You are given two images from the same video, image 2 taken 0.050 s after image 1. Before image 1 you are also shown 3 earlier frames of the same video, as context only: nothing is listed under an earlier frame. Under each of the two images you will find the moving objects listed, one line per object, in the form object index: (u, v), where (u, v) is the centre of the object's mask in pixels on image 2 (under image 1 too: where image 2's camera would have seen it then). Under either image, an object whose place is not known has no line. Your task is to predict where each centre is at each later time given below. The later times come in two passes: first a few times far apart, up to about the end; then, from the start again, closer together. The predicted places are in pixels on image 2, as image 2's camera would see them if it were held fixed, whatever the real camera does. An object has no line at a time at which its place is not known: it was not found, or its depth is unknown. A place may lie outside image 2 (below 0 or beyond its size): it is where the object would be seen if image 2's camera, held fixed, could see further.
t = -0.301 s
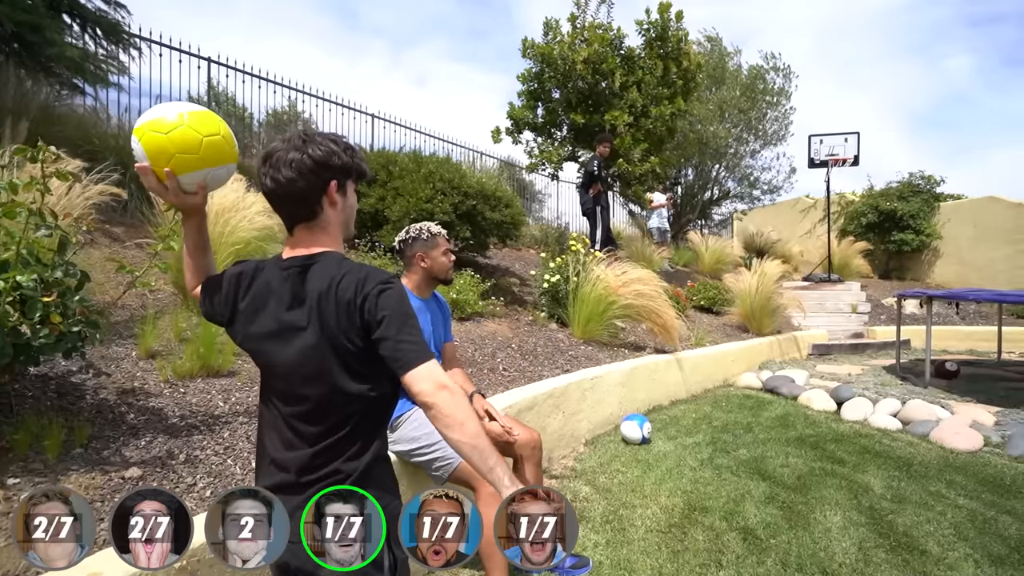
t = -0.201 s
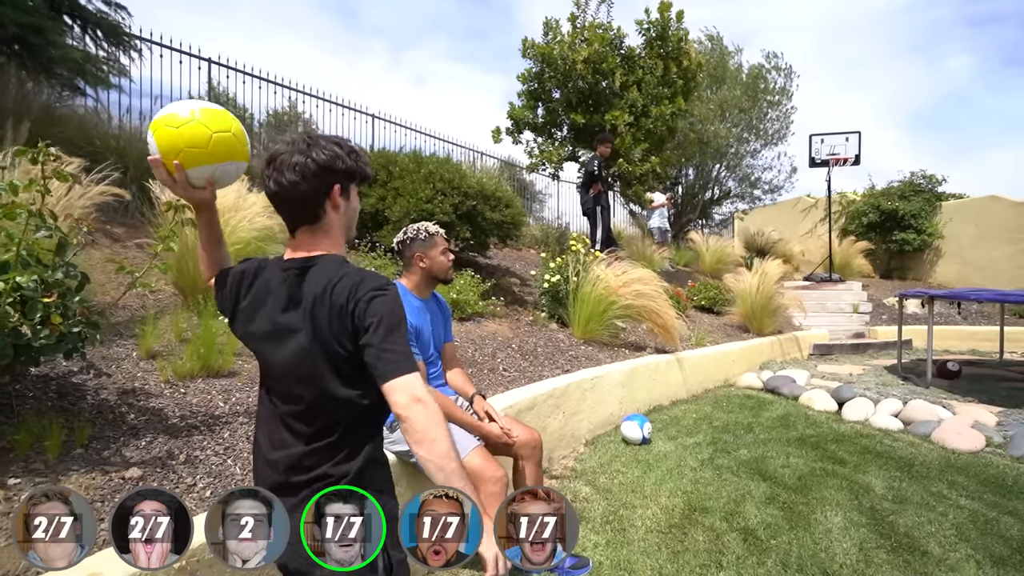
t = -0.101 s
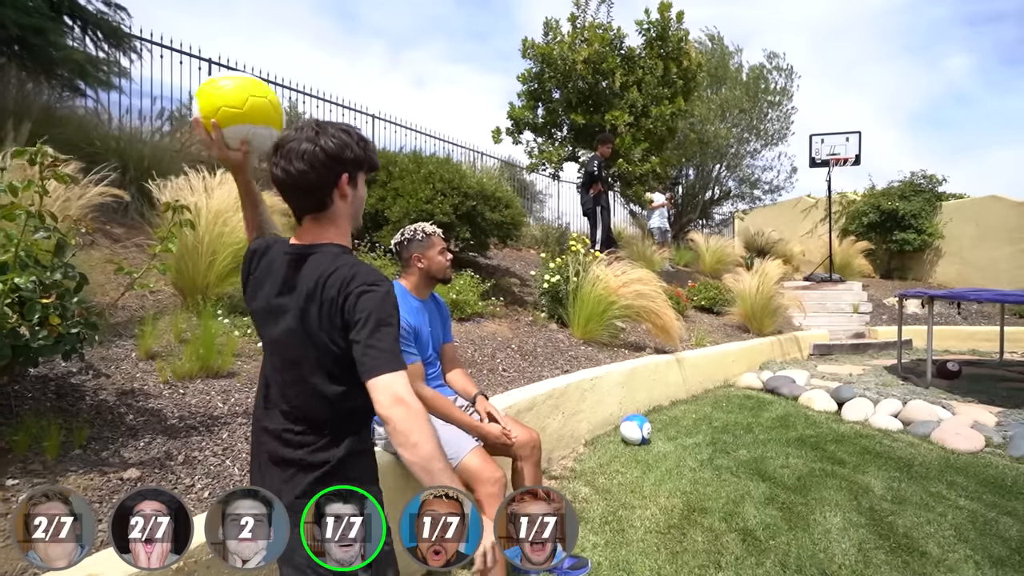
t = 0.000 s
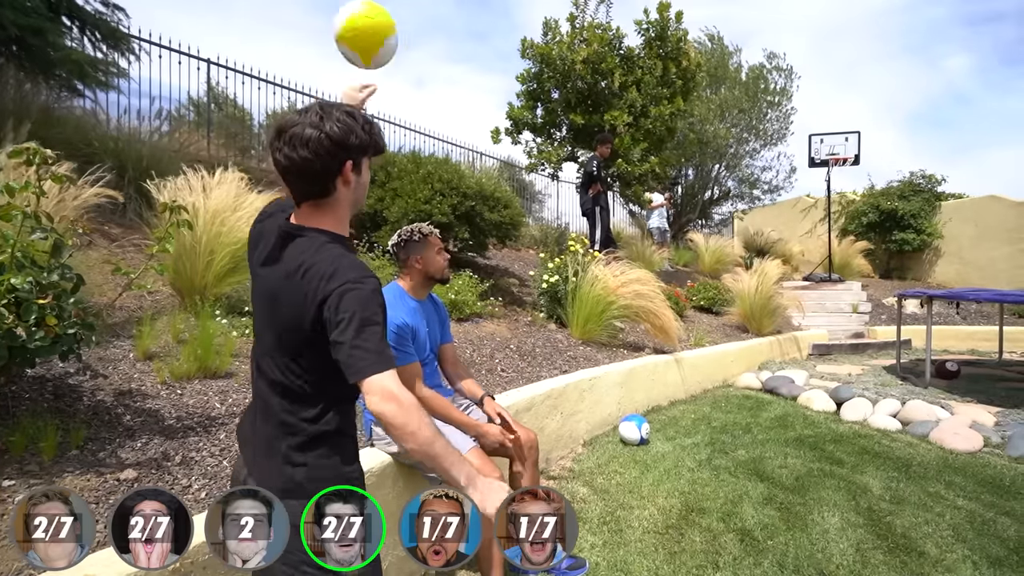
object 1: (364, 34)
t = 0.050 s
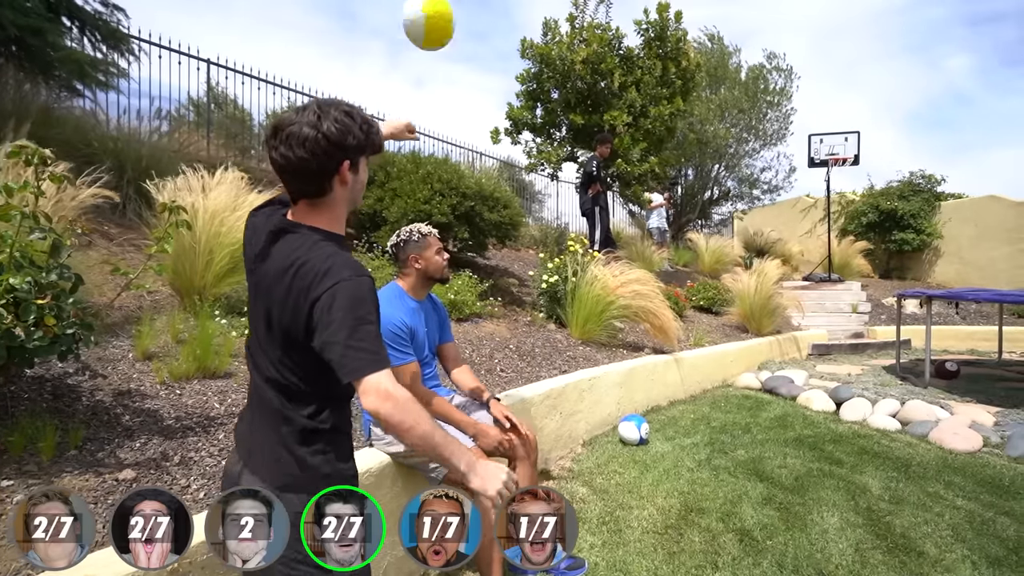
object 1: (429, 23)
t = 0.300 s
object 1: (579, 41)
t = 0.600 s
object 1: (643, 128)
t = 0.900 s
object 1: (674, 232)
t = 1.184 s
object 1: (703, 259)
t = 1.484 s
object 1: (744, 237)
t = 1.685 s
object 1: (770, 252)
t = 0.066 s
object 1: (446, 22)
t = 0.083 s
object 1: (462, 20)
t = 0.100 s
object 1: (476, 19)
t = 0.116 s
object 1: (489, 19)
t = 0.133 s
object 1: (501, 19)
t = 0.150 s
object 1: (512, 19)
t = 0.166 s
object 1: (521, 19)
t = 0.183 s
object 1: (530, 20)
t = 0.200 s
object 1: (539, 22)
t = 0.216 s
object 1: (546, 24)
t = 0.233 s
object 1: (554, 28)
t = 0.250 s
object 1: (560, 30)
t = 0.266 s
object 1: (568, 33)
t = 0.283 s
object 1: (573, 37)
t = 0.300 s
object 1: (579, 41)
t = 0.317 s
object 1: (585, 45)
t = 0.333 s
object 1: (590, 48)
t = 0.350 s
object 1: (595, 53)
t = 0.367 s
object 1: (599, 58)
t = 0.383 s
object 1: (603, 62)
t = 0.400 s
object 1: (608, 67)
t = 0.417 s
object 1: (611, 72)
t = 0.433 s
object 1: (615, 77)
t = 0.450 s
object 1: (619, 81)
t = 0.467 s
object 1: (622, 86)
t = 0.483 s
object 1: (625, 91)
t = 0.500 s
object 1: (628, 96)
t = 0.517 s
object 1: (631, 101)
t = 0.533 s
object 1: (634, 105)
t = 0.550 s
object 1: (636, 112)
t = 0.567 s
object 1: (639, 117)
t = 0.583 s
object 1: (641, 122)
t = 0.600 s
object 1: (643, 128)
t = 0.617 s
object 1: (646, 133)
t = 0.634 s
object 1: (648, 138)
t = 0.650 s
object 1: (650, 144)
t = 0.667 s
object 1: (652, 150)
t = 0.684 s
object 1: (654, 155)
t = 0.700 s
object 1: (656, 161)
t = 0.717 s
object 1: (658, 167)
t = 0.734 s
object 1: (659, 173)
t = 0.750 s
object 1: (661, 179)
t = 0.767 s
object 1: (662, 185)
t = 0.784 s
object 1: (664, 190)
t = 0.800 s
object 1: (666, 196)
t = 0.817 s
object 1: (667, 202)
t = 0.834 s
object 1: (669, 208)
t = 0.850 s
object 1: (670, 214)
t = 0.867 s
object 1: (672, 220)
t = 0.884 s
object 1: (673, 226)
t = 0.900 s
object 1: (674, 232)
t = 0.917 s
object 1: (676, 238)
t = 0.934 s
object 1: (676, 244)
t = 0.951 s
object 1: (678, 250)
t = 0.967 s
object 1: (679, 256)
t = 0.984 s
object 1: (680, 262)
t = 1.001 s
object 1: (682, 268)
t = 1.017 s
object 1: (683, 275)
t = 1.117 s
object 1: (694, 272)
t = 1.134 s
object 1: (697, 269)
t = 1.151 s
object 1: (699, 266)
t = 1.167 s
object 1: (701, 262)
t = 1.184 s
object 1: (703, 259)
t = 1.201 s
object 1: (706, 257)
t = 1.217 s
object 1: (708, 255)
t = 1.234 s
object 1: (710, 252)
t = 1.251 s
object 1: (712, 250)
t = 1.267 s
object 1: (715, 248)
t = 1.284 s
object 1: (717, 246)
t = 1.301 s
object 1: (719, 244)
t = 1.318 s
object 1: (722, 243)
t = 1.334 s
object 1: (723, 242)
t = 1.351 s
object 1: (726, 241)
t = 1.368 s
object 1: (728, 240)
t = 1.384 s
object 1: (730, 239)
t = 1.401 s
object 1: (733, 238)
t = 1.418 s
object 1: (735, 238)
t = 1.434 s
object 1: (737, 237)
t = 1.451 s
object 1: (739, 238)
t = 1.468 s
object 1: (741, 237)
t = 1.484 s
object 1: (744, 237)
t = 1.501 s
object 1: (746, 237)
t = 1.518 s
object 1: (748, 238)
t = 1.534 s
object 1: (750, 238)
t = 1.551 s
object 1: (752, 239)
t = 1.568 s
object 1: (755, 240)
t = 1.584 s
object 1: (757, 241)
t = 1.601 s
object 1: (759, 243)
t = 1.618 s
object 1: (761, 245)
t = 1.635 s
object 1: (763, 246)
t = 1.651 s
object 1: (765, 248)
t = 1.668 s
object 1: (768, 250)
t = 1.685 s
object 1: (770, 252)
